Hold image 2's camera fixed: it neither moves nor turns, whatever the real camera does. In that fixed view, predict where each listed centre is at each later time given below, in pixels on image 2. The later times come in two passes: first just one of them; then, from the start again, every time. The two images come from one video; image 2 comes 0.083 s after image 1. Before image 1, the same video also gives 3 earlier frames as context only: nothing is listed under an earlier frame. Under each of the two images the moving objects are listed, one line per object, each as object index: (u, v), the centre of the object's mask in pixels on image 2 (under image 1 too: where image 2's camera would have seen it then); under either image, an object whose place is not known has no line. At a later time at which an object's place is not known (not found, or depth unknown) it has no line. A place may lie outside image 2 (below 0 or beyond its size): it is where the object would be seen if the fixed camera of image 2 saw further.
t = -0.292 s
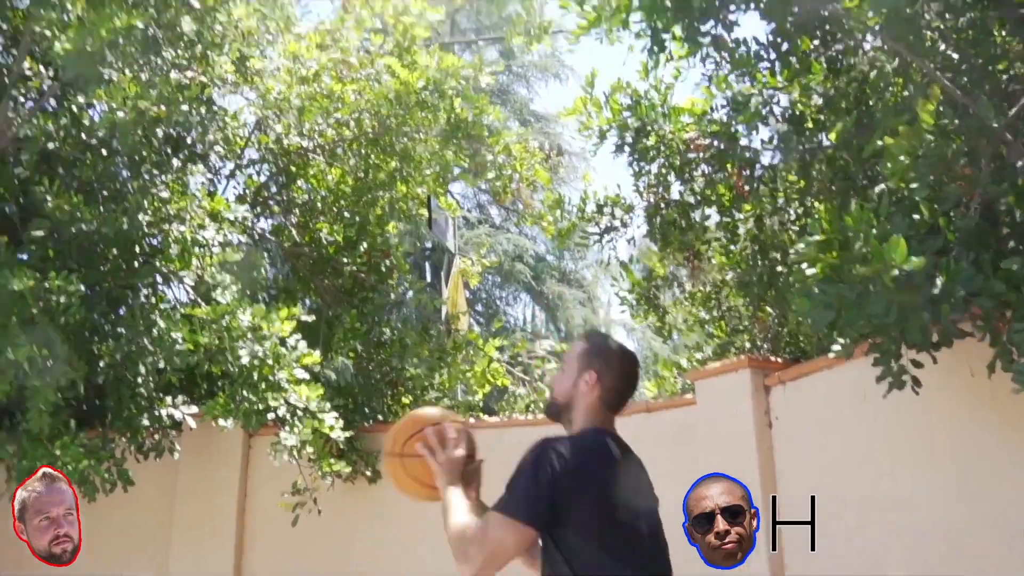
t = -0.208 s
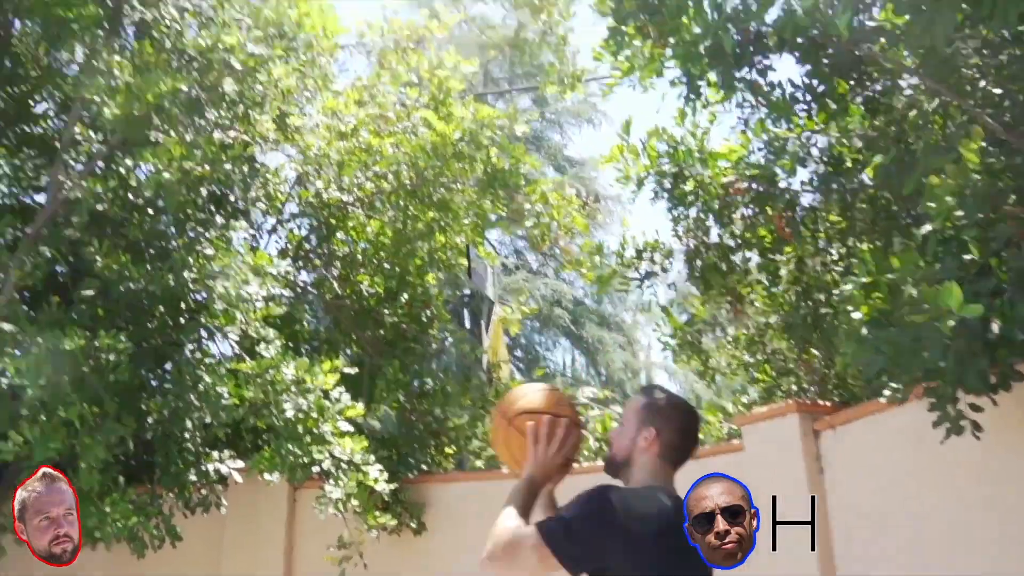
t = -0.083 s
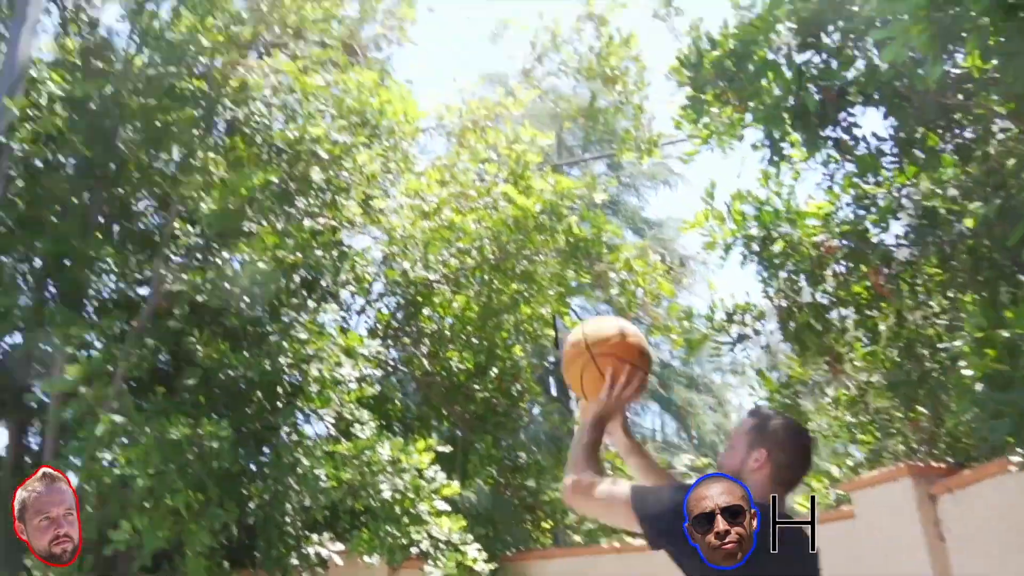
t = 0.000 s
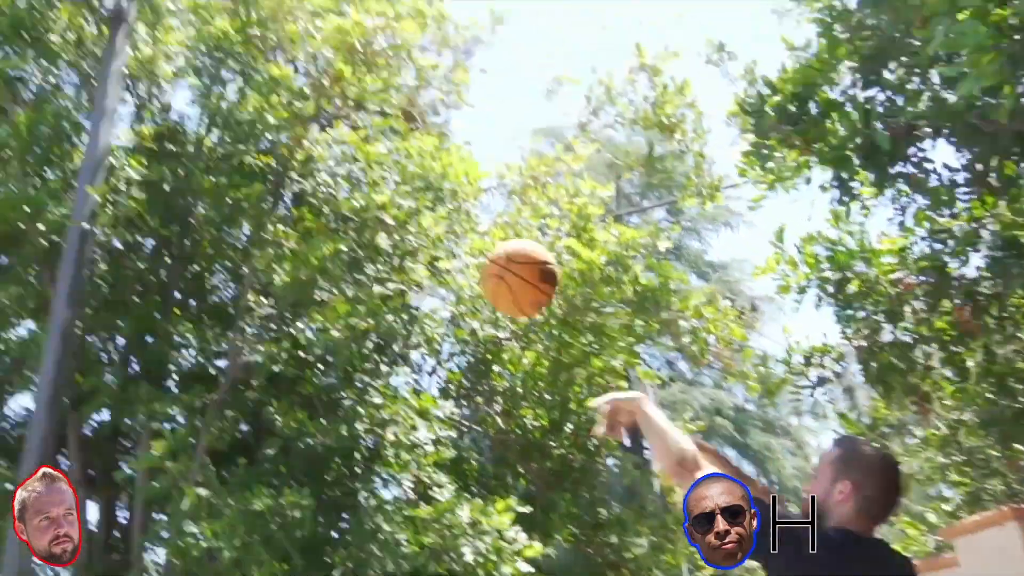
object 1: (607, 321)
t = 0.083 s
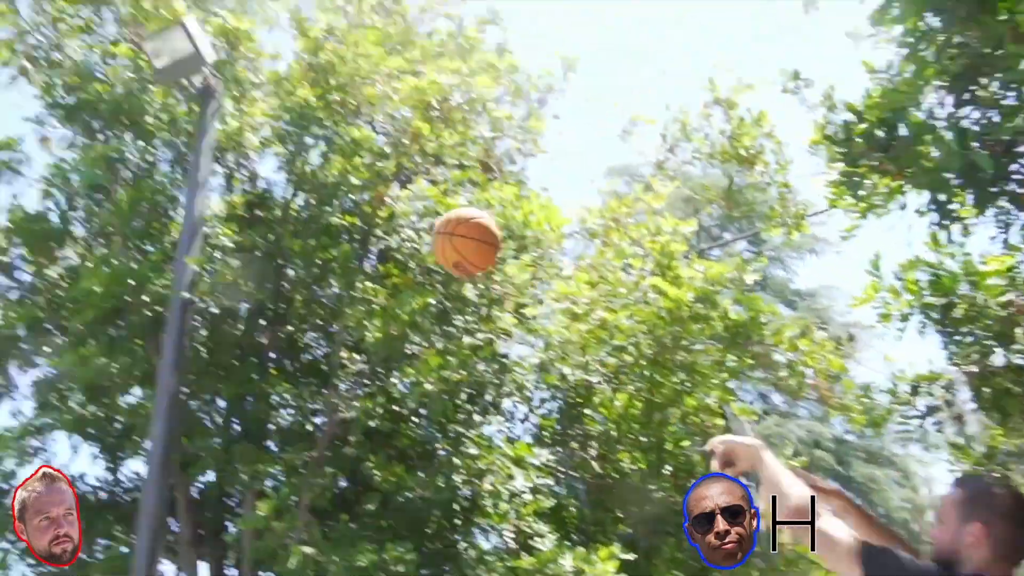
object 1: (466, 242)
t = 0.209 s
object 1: (312, 178)
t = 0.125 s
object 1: (408, 214)
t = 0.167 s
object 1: (357, 193)
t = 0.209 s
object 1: (312, 178)
